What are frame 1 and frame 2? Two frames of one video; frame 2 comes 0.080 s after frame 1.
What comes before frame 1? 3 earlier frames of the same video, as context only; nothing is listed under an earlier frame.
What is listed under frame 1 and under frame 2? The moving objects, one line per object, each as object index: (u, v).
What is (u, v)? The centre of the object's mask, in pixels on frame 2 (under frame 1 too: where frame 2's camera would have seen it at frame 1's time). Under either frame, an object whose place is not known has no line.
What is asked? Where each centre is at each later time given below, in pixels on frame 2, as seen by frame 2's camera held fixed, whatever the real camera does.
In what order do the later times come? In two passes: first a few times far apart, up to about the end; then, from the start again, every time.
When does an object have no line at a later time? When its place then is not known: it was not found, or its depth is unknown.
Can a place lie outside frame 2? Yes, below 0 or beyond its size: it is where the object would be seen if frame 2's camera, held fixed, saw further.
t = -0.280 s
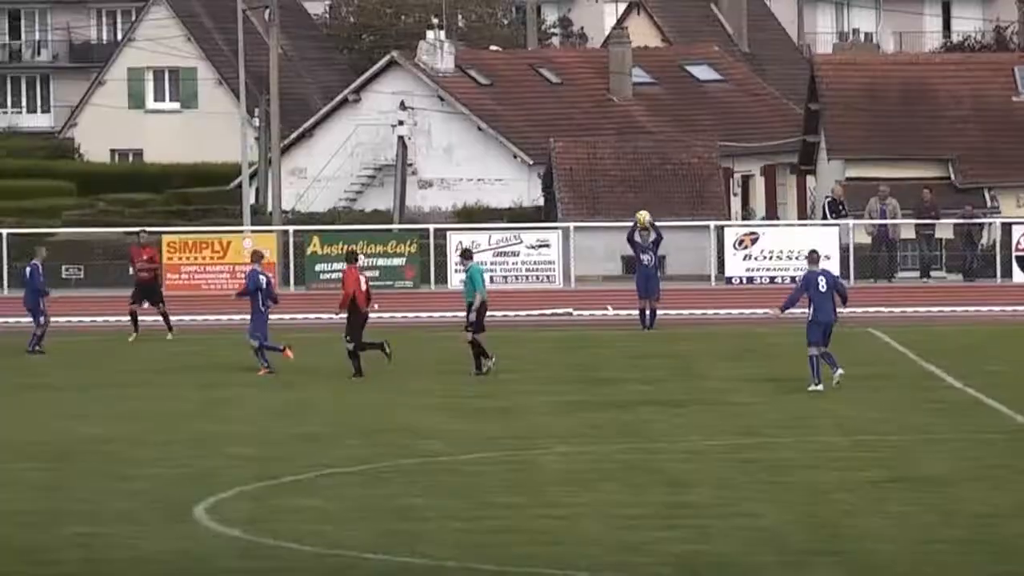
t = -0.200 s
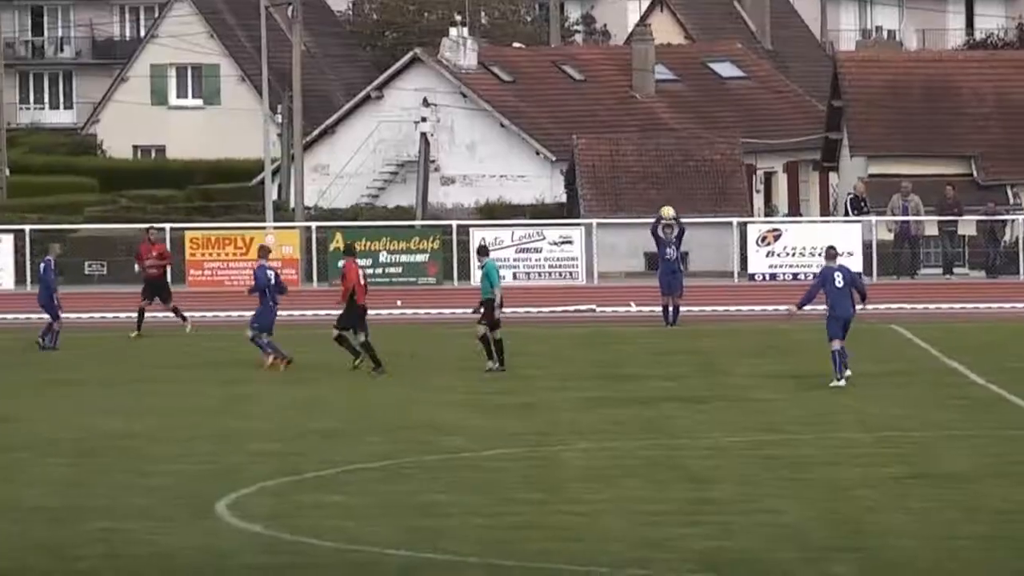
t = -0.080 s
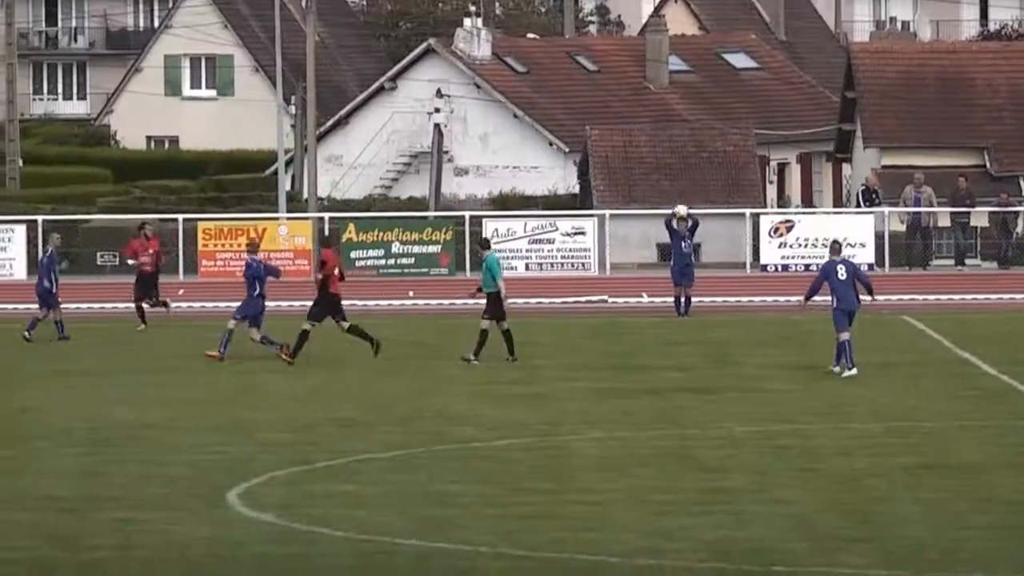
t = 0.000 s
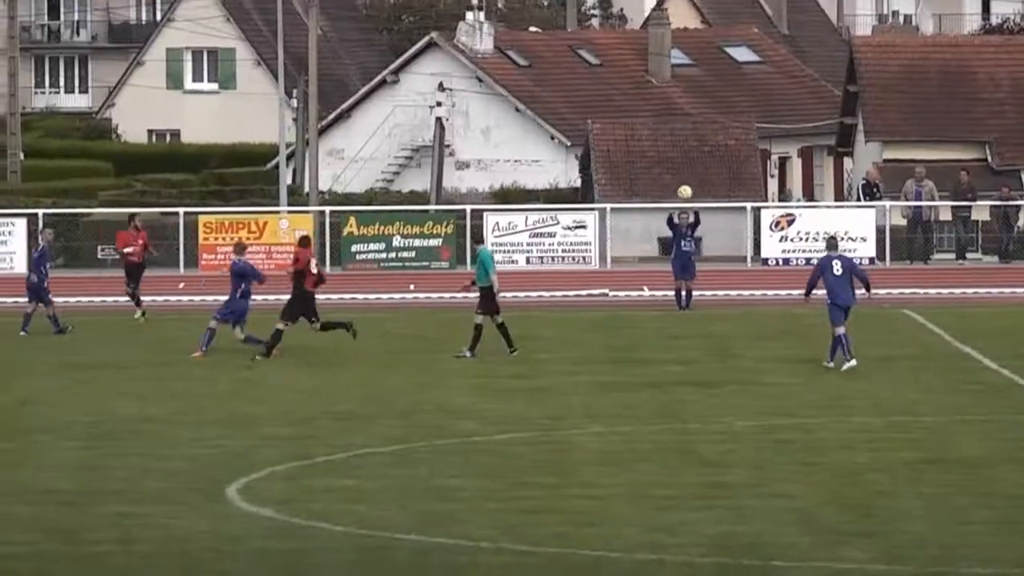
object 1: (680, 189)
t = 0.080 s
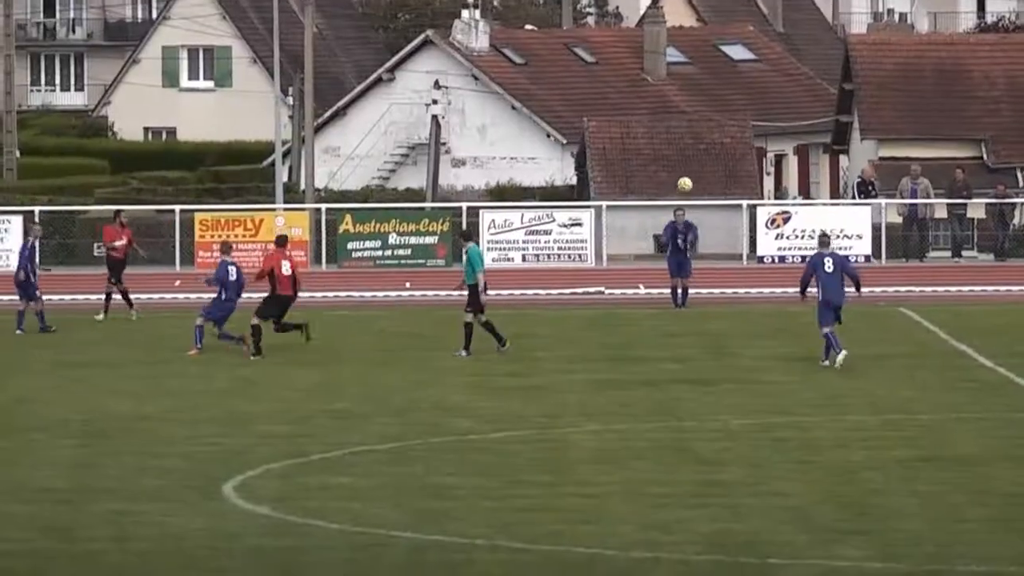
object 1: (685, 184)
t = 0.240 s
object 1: (694, 185)
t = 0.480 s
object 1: (713, 222)
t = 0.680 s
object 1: (729, 285)
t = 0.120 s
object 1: (687, 183)
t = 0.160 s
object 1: (689, 182)
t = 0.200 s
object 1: (691, 183)
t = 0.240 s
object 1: (694, 185)
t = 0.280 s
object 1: (697, 188)
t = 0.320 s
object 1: (700, 191)
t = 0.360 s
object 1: (703, 198)
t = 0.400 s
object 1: (707, 205)
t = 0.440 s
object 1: (710, 212)
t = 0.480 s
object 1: (713, 222)
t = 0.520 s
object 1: (716, 232)
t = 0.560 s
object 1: (719, 242)
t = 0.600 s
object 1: (723, 255)
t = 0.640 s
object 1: (725, 269)
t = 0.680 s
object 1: (729, 285)
